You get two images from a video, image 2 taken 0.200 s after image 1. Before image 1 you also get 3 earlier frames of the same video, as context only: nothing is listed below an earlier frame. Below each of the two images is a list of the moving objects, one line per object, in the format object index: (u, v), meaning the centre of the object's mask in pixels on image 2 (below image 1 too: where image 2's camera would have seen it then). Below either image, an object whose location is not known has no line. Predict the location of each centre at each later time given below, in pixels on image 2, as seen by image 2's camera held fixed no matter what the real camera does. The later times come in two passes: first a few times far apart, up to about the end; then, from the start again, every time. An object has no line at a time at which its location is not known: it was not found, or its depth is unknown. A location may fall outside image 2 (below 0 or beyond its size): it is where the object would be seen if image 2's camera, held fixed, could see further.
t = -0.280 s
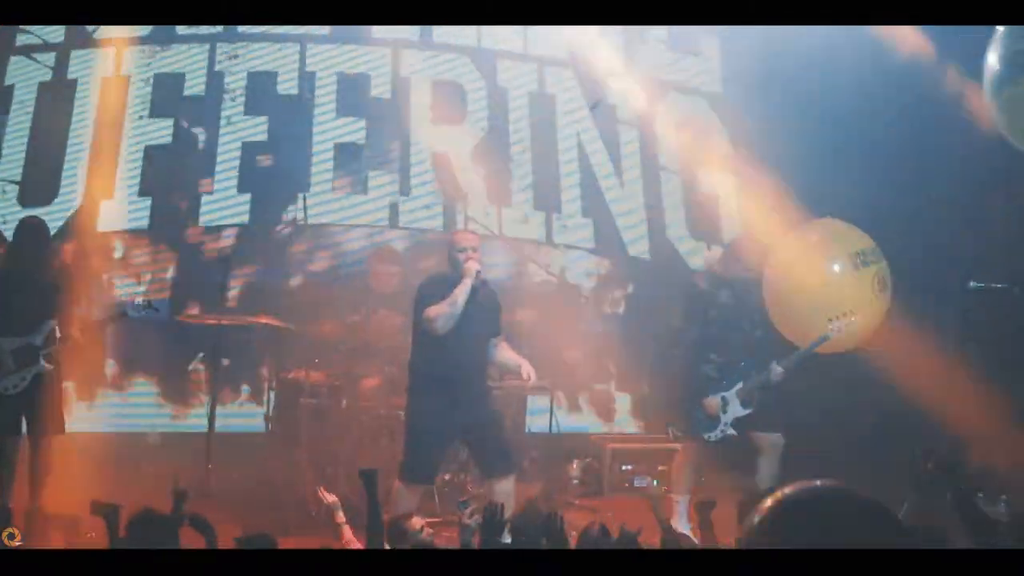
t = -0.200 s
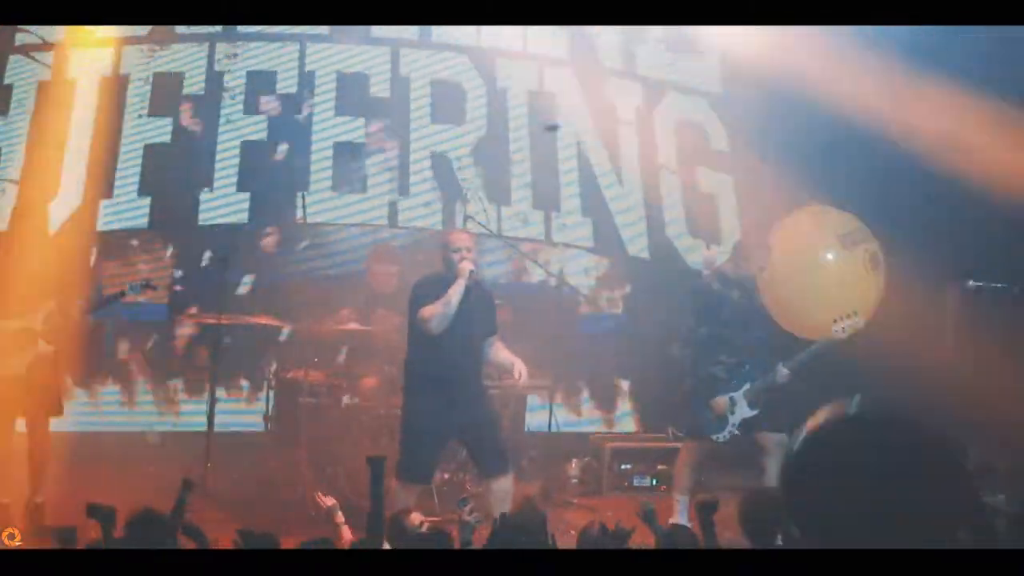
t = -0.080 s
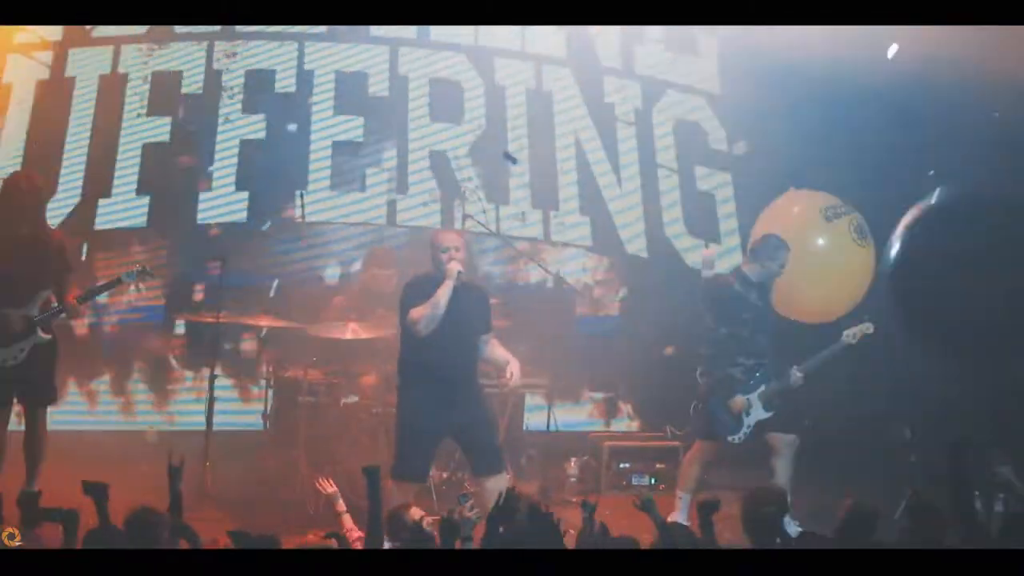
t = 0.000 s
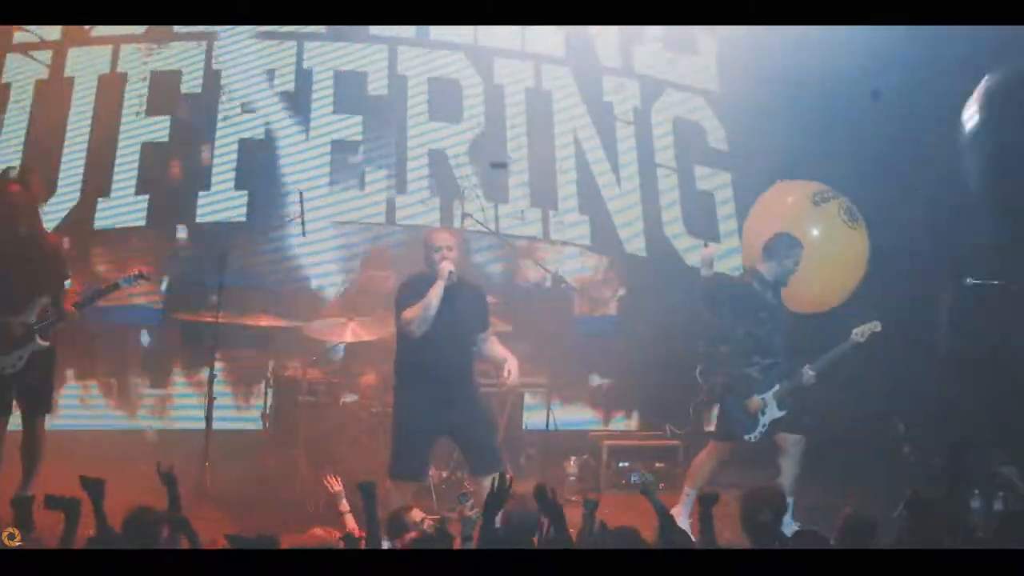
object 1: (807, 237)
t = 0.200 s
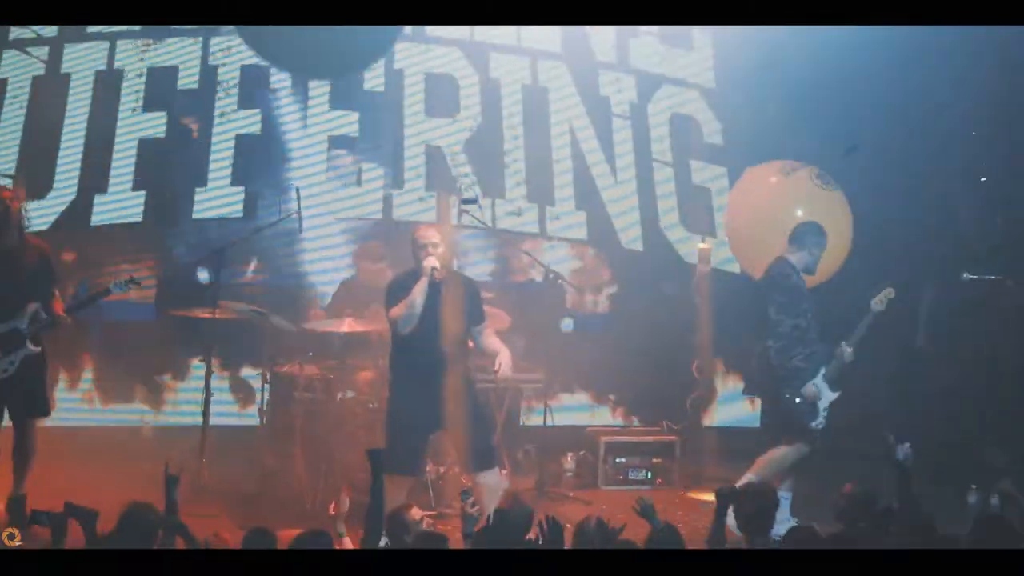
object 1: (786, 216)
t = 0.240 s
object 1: (781, 213)
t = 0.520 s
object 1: (767, 212)
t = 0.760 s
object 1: (752, 215)
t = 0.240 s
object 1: (781, 213)
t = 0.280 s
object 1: (778, 211)
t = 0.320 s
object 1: (772, 210)
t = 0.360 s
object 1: (771, 211)
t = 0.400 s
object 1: (769, 212)
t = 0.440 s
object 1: (770, 212)
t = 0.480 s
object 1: (770, 213)
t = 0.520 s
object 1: (767, 212)
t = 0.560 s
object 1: (765, 212)
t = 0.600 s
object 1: (762, 212)
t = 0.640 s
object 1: (759, 213)
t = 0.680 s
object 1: (757, 213)
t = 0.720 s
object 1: (755, 214)
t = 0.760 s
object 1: (752, 215)
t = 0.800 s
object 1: (750, 217)
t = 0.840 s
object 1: (748, 218)
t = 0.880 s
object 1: (745, 220)
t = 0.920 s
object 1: (743, 222)
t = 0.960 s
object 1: (742, 223)
